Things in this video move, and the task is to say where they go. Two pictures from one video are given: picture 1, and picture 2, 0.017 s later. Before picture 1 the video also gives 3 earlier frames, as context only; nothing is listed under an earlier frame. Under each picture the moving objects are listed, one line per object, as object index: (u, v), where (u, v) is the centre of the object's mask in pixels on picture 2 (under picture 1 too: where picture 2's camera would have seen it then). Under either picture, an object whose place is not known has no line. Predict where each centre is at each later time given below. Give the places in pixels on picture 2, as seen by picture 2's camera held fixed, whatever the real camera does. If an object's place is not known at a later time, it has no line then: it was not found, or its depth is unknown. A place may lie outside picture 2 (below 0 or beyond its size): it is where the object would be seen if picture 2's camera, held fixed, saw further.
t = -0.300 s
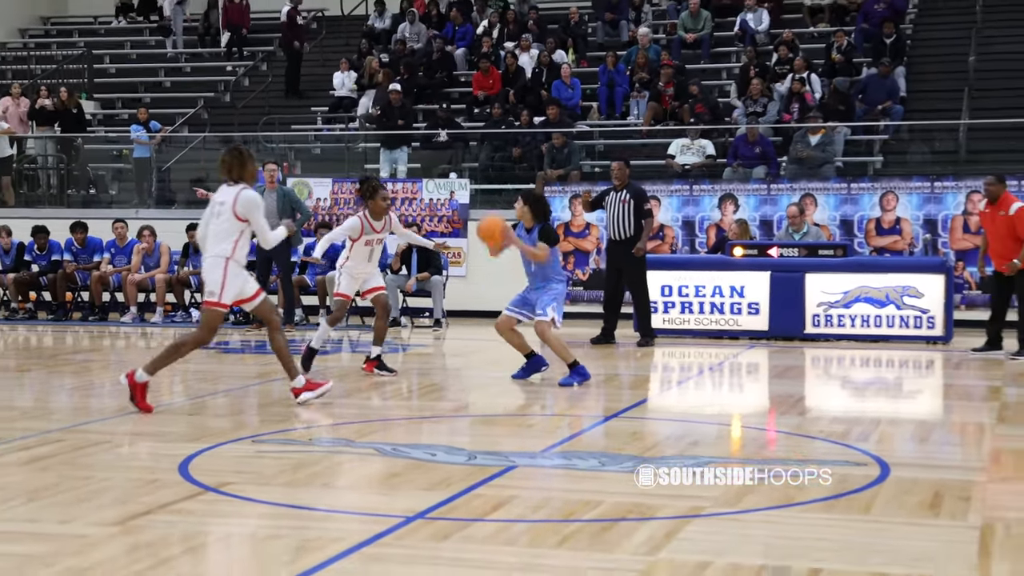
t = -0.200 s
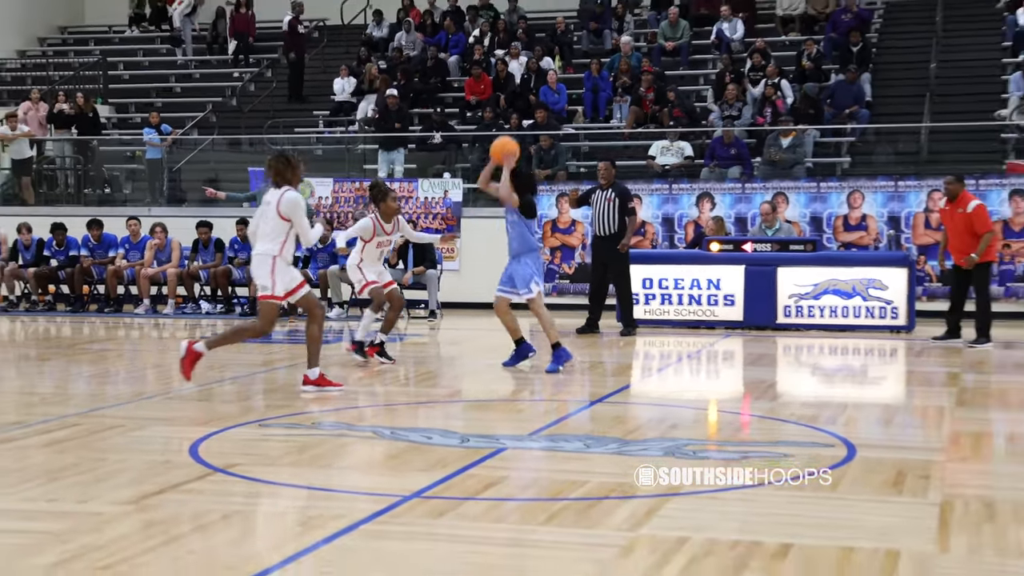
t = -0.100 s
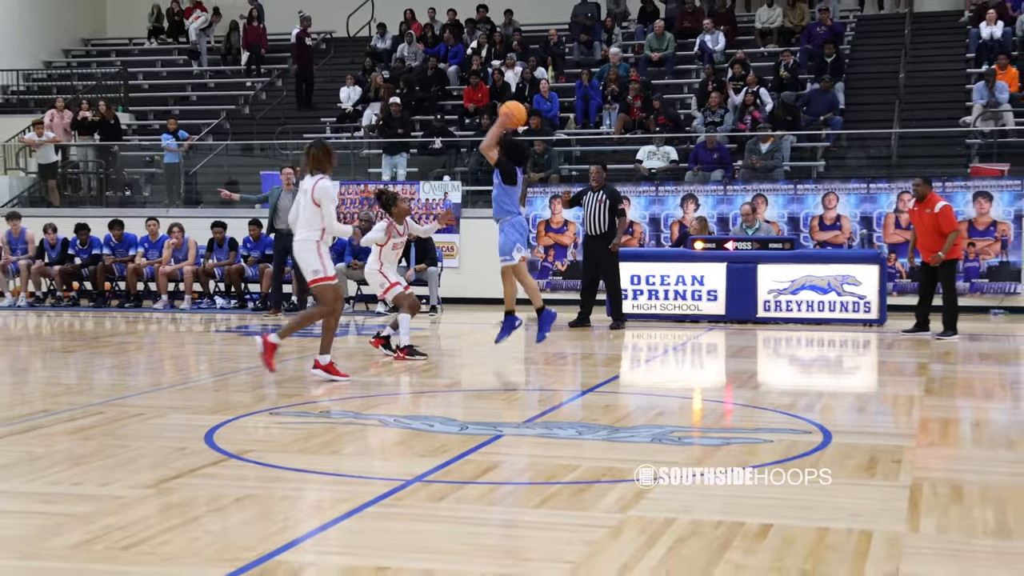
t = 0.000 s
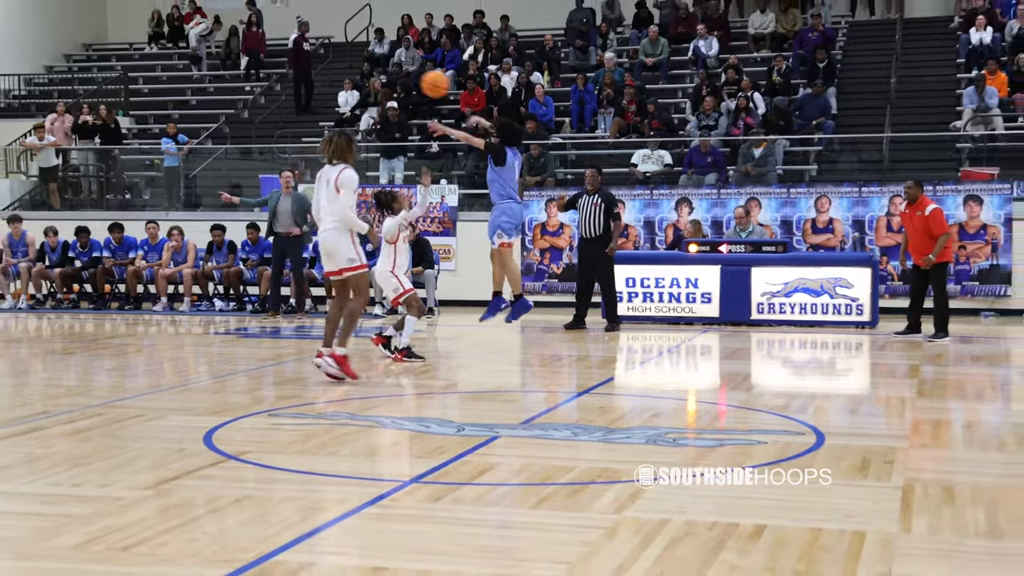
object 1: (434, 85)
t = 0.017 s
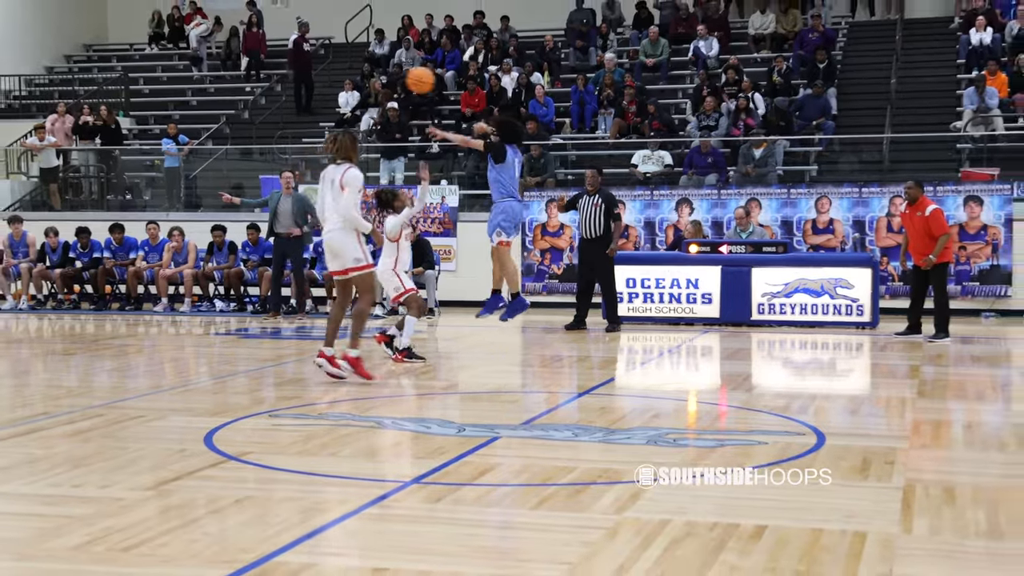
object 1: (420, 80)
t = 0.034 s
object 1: (406, 76)
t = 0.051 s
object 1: (392, 71)
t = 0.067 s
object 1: (379, 66)
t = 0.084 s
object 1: (367, 62)
